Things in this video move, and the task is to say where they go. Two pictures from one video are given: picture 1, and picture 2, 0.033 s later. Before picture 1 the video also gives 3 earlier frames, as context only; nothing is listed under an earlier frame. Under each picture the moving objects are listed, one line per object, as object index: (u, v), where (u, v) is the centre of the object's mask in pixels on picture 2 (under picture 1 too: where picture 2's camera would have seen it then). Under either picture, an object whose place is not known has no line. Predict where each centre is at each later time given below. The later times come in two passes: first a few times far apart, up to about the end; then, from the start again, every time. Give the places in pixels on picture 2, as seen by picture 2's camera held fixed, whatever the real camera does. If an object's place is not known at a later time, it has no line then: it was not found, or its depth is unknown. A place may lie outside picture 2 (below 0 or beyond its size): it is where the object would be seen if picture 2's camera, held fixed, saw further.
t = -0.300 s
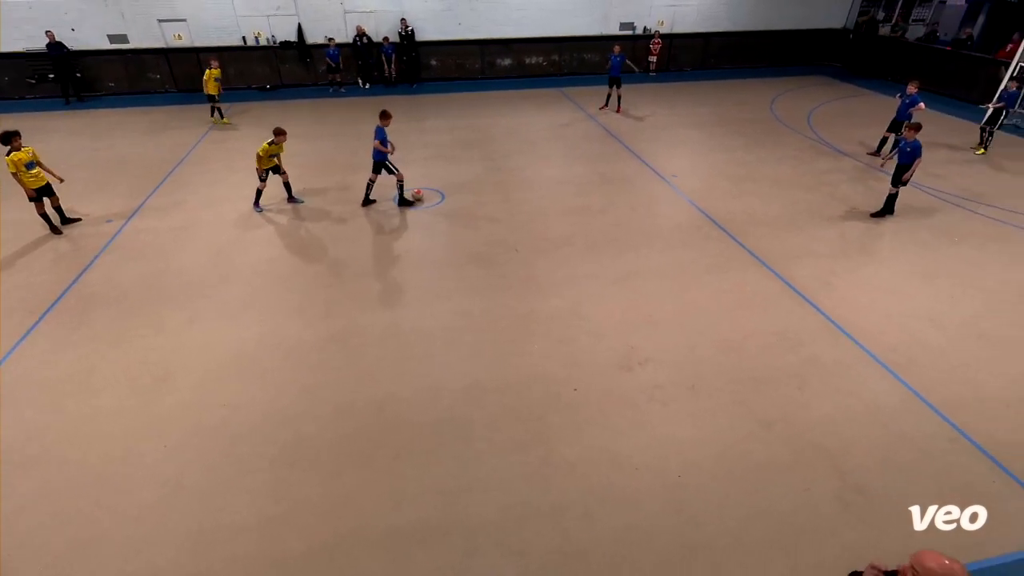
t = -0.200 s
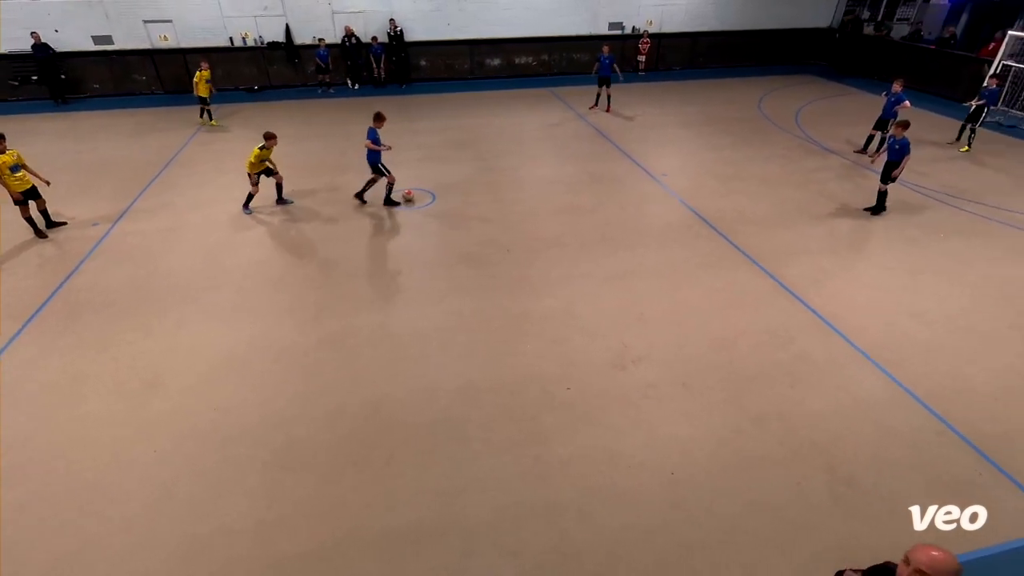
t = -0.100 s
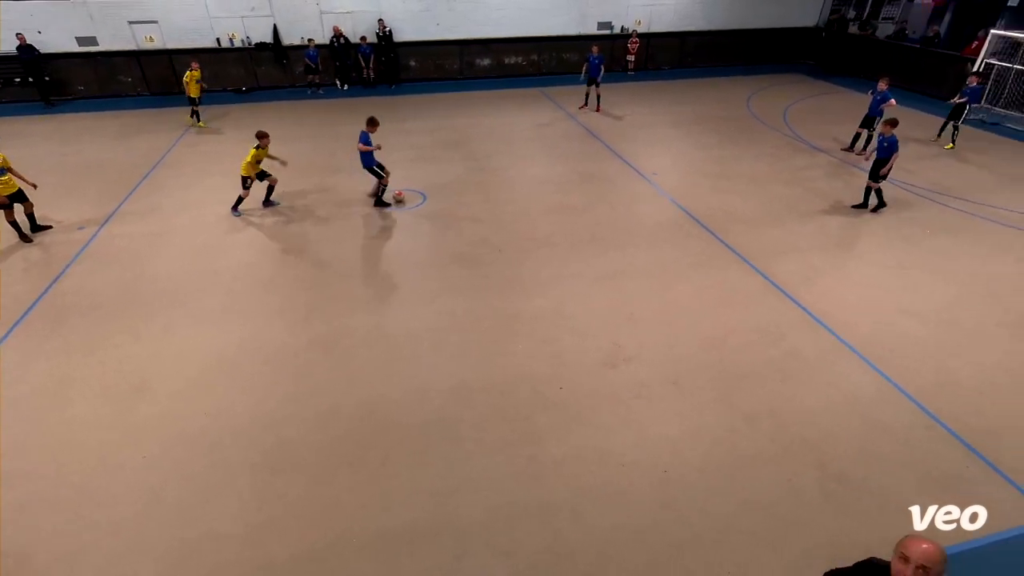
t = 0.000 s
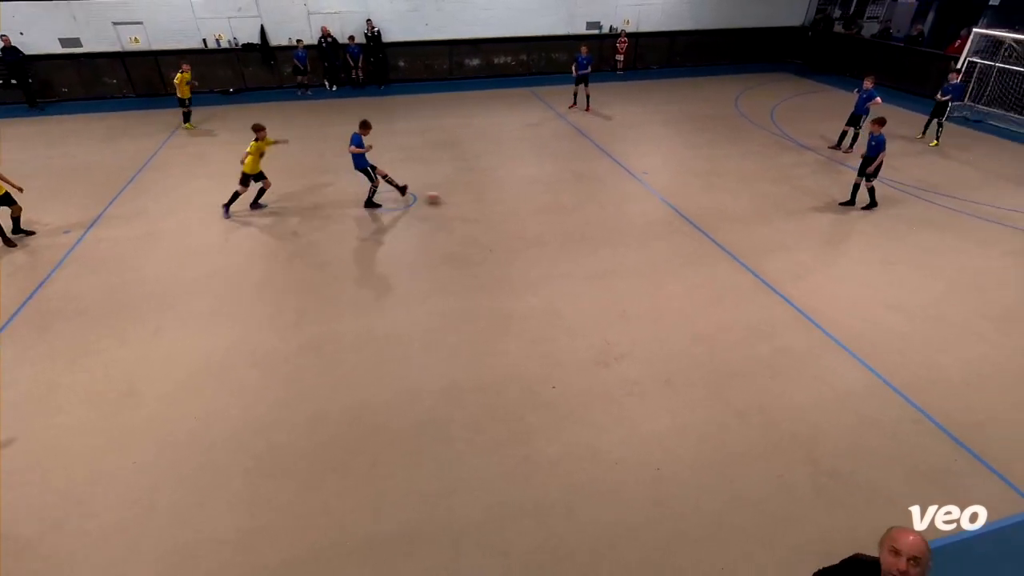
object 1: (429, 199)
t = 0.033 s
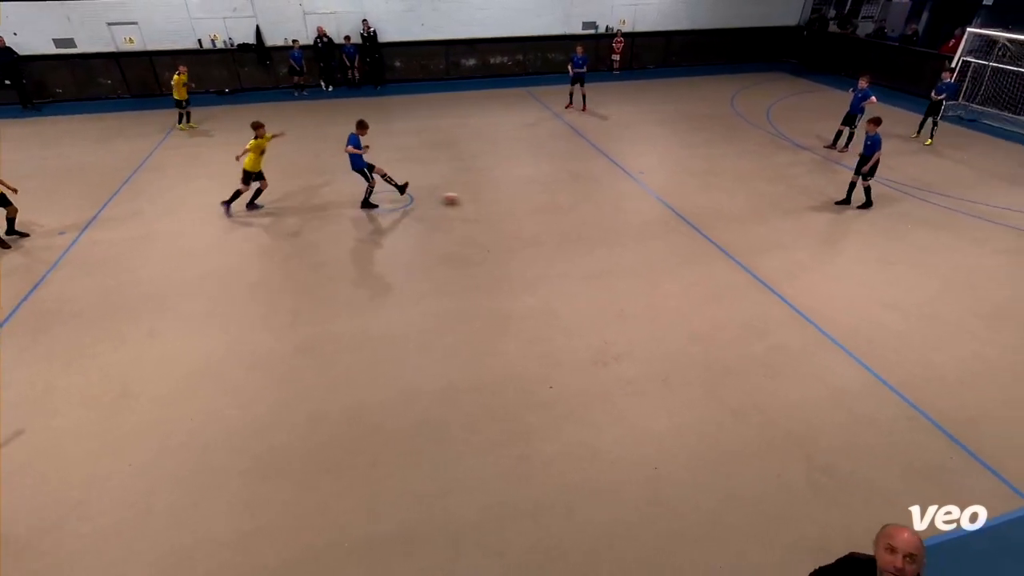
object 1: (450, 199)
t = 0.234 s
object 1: (568, 201)
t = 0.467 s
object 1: (689, 202)
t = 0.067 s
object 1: (470, 199)
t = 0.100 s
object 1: (491, 199)
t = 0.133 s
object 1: (510, 200)
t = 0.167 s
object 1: (530, 200)
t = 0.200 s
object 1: (549, 201)
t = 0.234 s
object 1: (568, 201)
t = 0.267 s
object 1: (586, 201)
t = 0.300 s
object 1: (604, 201)
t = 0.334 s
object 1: (621, 201)
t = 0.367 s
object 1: (639, 202)
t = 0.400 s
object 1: (656, 202)
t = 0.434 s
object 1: (672, 202)
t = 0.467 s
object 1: (689, 202)
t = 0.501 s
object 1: (706, 202)
